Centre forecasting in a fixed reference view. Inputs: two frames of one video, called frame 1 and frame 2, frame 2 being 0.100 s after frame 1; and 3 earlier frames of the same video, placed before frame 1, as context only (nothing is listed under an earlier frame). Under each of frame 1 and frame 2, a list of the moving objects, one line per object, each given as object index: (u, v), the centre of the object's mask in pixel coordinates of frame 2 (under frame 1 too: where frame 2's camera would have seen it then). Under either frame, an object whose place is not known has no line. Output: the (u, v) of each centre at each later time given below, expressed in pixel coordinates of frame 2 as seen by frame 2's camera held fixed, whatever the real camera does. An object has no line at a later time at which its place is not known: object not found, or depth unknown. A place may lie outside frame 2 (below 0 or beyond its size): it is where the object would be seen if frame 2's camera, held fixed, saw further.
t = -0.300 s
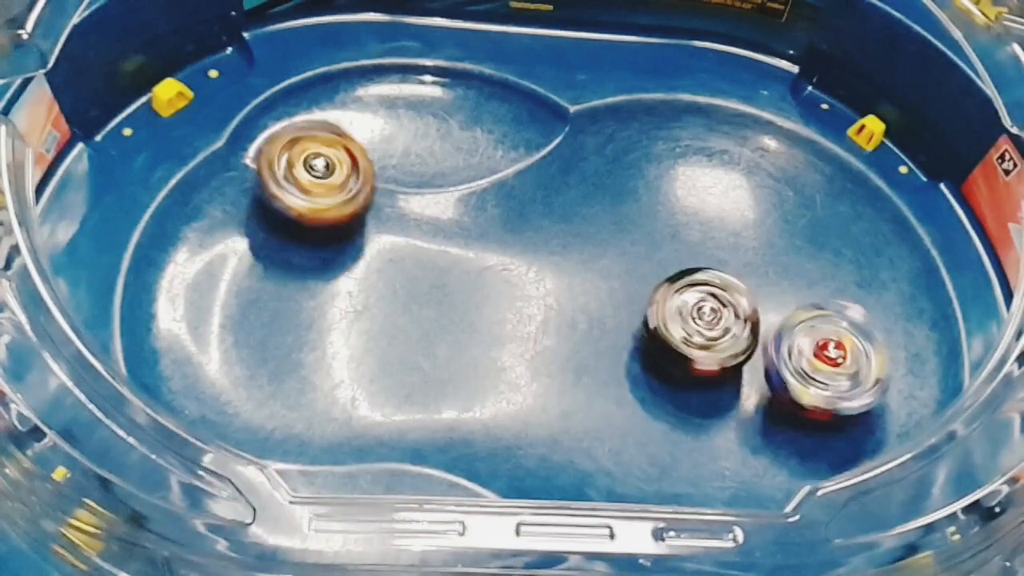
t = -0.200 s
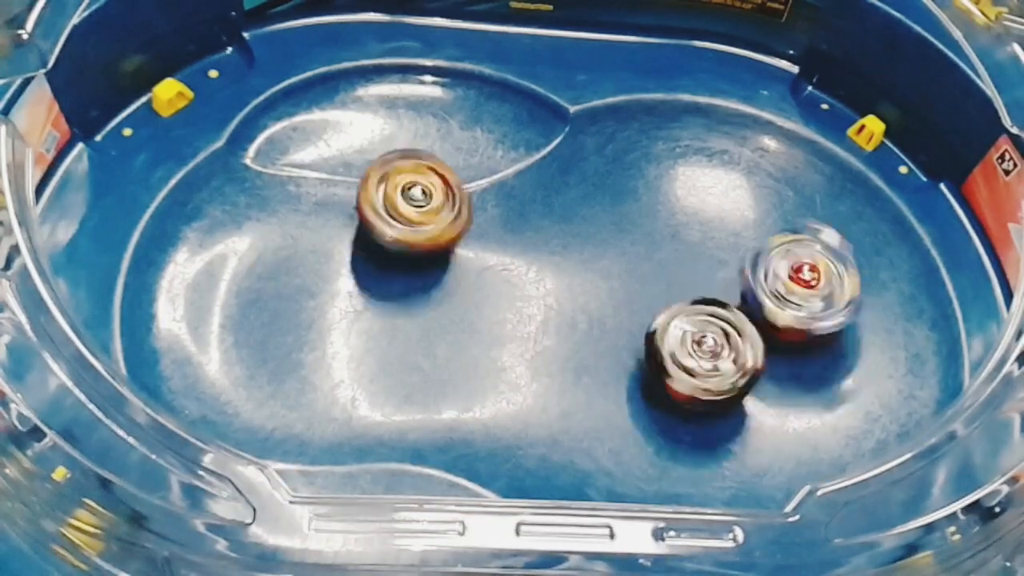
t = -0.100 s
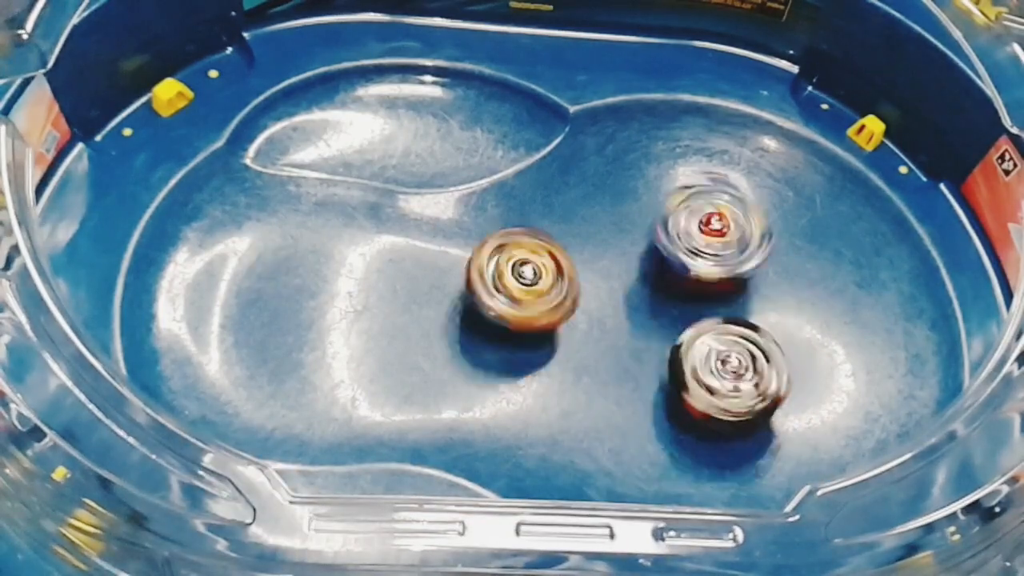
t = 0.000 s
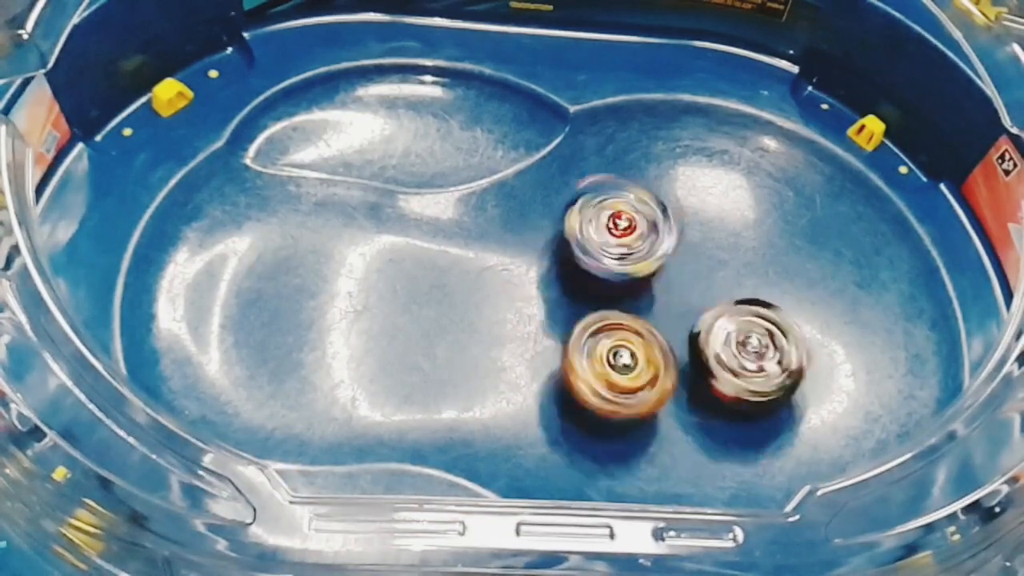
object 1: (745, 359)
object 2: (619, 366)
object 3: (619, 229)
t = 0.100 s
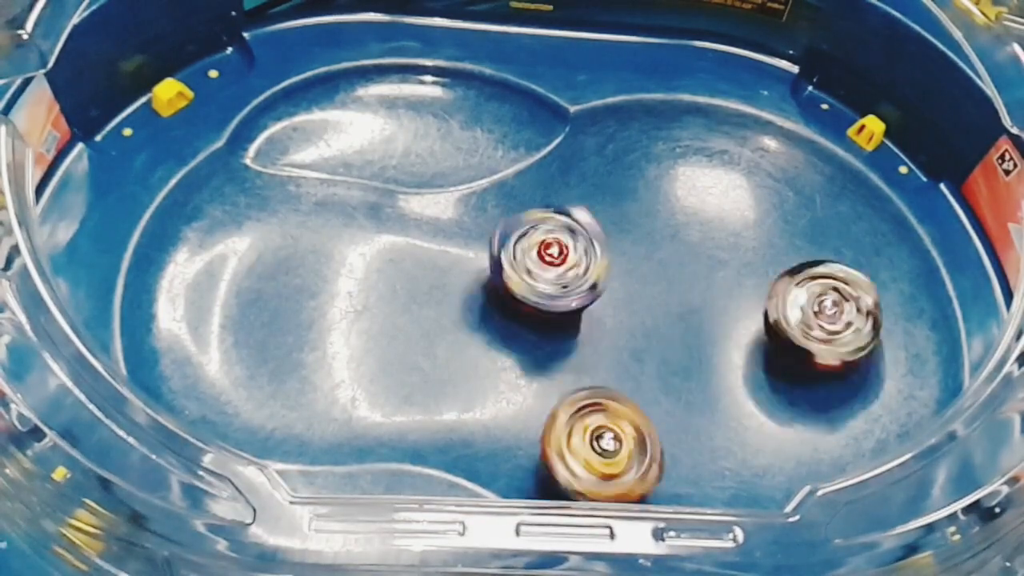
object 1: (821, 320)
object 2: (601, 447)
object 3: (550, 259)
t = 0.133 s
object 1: (822, 305)
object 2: (593, 455)
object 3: (535, 272)
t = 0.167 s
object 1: (812, 294)
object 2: (582, 458)
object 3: (526, 288)
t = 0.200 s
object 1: (798, 281)
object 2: (569, 456)
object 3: (521, 303)
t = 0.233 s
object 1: (780, 270)
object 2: (551, 448)
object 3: (519, 317)
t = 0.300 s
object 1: (730, 257)
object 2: (548, 482)
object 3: (491, 231)
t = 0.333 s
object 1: (706, 254)
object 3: (475, 171)
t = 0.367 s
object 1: (686, 254)
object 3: (460, 126)
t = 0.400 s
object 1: (669, 261)
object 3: (447, 88)
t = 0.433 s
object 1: (655, 272)
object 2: (525, 483)
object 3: (428, 63)
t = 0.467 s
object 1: (644, 283)
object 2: (508, 471)
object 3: (410, 44)
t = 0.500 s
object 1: (641, 297)
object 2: (492, 454)
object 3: (388, 43)
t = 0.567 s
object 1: (641, 331)
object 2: (449, 412)
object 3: (348, 83)
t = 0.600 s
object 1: (643, 349)
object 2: (432, 379)
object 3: (333, 108)
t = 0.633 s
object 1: (646, 366)
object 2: (423, 351)
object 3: (321, 129)
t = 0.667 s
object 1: (653, 382)
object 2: (417, 325)
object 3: (314, 146)
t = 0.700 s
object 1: (661, 394)
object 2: (415, 304)
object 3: (311, 162)
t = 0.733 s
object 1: (667, 402)
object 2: (421, 288)
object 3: (305, 181)
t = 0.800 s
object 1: (682, 402)
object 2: (437, 262)
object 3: (305, 215)
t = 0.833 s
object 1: (693, 402)
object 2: (453, 253)
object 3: (310, 226)
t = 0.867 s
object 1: (703, 402)
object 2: (470, 248)
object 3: (319, 234)
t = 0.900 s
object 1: (712, 400)
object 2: (489, 245)
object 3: (334, 236)
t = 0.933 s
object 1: (719, 399)
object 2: (514, 248)
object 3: (355, 238)
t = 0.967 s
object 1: (726, 396)
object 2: (540, 252)
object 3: (372, 240)
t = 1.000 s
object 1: (733, 390)
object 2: (568, 256)
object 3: (397, 238)
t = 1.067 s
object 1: (743, 378)
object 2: (630, 273)
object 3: (450, 244)
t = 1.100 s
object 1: (752, 374)
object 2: (660, 280)
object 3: (481, 248)
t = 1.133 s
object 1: (798, 394)
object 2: (650, 255)
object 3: (512, 257)
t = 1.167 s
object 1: (836, 401)
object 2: (650, 238)
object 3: (541, 264)
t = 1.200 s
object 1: (861, 399)
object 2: (666, 217)
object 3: (554, 279)
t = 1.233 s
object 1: (872, 393)
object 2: (694, 200)
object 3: (565, 298)
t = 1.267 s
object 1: (877, 384)
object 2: (724, 191)
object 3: (584, 315)
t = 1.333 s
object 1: (858, 350)
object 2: (796, 200)
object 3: (629, 348)
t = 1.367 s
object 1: (841, 332)
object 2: (830, 215)
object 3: (656, 365)
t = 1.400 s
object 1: (828, 340)
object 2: (854, 213)
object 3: (684, 379)
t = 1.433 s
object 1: (814, 339)
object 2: (872, 219)
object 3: (716, 389)
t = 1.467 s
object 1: (818, 330)
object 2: (883, 234)
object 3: (709, 403)
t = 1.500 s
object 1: (799, 343)
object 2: (907, 233)
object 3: (705, 415)
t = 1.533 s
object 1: (781, 346)
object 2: (921, 244)
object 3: (707, 420)
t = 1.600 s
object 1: (784, 341)
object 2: (914, 298)
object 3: (673, 440)
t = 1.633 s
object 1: (771, 348)
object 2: (910, 321)
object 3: (667, 443)
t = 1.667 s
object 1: (759, 354)
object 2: (899, 347)
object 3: (662, 450)
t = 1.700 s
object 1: (747, 361)
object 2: (877, 375)
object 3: (664, 452)
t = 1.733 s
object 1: (701, 359)
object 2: (886, 394)
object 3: (668, 454)
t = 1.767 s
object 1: (700, 356)
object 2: (886, 395)
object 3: (667, 454)
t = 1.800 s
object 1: (699, 354)
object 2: (886, 395)
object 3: (668, 453)
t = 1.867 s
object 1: (697, 354)
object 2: (888, 396)
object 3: (668, 454)
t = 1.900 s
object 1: (694, 354)
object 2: (887, 397)
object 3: (671, 455)
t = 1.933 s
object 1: (690, 357)
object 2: (888, 397)
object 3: (670, 455)
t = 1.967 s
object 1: (690, 355)
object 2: (887, 396)
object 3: (668, 454)
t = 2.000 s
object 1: (688, 355)
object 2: (887, 398)
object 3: (669, 453)
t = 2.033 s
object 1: (687, 354)
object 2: (887, 399)
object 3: (669, 453)
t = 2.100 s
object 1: (685, 353)
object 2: (886, 399)
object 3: (673, 455)
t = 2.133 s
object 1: (683, 354)
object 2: (886, 401)
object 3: (671, 455)
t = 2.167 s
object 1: (680, 355)
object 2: (885, 401)
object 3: (671, 454)
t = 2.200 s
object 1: (679, 356)
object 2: (886, 401)
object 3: (670, 455)
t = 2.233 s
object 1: (680, 354)
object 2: (887, 402)
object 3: (670, 454)
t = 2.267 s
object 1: (678, 353)
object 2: (886, 402)
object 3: (673, 455)
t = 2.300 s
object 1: (673, 356)
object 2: (886, 402)
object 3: (673, 456)
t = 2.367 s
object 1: (672, 355)
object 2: (885, 403)
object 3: (672, 455)
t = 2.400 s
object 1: (668, 355)
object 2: (886, 405)
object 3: (670, 454)
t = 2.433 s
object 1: (667, 355)
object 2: (885, 404)
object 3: (673, 455)
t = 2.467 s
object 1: (666, 357)
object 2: (885, 405)
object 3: (675, 457)
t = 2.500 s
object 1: (666, 354)
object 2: (884, 406)
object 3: (673, 456)
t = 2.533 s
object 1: (662, 356)
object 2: (885, 405)
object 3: (672, 455)
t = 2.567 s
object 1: (661, 356)
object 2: (884, 407)
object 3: (672, 454)
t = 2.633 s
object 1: (658, 356)
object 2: (885, 407)
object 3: (674, 454)
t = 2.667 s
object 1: (657, 356)
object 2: (885, 407)
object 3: (676, 457)
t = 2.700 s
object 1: (655, 357)
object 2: (884, 408)
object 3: (674, 457)
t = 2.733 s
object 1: (655, 357)
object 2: (883, 410)
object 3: (674, 456)
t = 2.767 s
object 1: (654, 356)
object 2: (883, 409)
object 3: (674, 456)
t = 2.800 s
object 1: (652, 357)
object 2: (882, 410)
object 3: (676, 456)
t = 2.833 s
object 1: (650, 358)
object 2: (882, 411)
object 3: (678, 457)
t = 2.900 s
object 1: (646, 358)
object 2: (882, 411)
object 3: (675, 457)
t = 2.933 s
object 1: (645, 358)
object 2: (881, 412)
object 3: (675, 456)
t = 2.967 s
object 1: (643, 358)
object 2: (882, 412)
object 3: (675, 456)
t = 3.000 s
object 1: (643, 357)
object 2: (882, 412)
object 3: (676, 456)
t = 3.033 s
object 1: (641, 357)
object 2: (881, 413)
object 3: (678, 457)
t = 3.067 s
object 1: (639, 358)
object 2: (881, 414)
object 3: (677, 459)
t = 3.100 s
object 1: (638, 358)
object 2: (880, 414)
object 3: (677, 457)
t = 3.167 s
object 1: (635, 356)
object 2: (879, 415)
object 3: (678, 456)
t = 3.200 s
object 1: (634, 356)
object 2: (879, 417)
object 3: (678, 456)
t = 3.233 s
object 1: (632, 357)
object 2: (878, 416)
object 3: (680, 456)
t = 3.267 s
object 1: (632, 359)
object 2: (878, 416)
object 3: (679, 458)
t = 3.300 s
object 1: (631, 359)
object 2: (878, 417)
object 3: (679, 458)
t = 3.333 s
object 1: (629, 358)
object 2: (879, 418)
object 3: (679, 458)
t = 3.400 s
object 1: (626, 358)
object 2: (876, 418)
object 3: (681, 458)
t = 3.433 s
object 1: (624, 359)
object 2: (876, 419)
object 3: (682, 459)
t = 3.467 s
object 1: (623, 359)
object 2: (875, 418)
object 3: (680, 459)
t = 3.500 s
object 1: (622, 359)
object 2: (874, 420)
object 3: (680, 458)
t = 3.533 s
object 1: (621, 359)
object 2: (873, 421)
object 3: (680, 458)
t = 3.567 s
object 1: (619, 358)
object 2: (873, 422)
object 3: (680, 458)
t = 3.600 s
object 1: (618, 358)
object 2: (873, 421)
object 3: (683, 460)
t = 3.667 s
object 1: (616, 359)
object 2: (873, 423)
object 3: (681, 459)
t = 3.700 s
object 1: (615, 359)
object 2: (872, 423)
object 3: (682, 458)
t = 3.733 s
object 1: (613, 359)
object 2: (872, 423)
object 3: (683, 458)
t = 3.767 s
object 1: (611, 359)
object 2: (870, 424)
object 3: (683, 458)
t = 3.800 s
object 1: (611, 360)
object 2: (870, 424)
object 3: (685, 459)
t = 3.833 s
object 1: (610, 360)
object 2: (868, 424)
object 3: (683, 460)
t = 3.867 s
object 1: (609, 360)
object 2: (867, 425)
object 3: (684, 459)
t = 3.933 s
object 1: (606, 361)
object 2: (867, 426)
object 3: (685, 460)
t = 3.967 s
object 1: (604, 360)
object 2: (867, 426)
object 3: (687, 461)
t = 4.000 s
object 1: (603, 359)
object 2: (866, 427)
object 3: (687, 461)
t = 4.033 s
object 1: (602, 361)
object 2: (866, 428)
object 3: (685, 460)
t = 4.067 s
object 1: (601, 362)
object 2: (865, 428)
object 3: (685, 459)
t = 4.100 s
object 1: (600, 362)
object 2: (864, 428)
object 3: (688, 459)
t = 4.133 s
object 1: (598, 361)
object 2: (863, 429)
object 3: (688, 461)
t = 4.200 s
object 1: (595, 360)
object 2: (861, 430)
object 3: (688, 461)
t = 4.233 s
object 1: (595, 360)
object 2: (860, 431)
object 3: (687, 460)
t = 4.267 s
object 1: (594, 361)
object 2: (860, 432)
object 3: (688, 460)
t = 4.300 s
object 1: (593, 361)
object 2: (860, 431)
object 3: (690, 459)
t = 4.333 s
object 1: (591, 361)
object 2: (859, 432)
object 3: (689, 460)
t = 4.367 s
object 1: (590, 361)
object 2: (858, 432)
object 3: (690, 459)
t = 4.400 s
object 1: (588, 362)
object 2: (858, 433)
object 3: (691, 460)
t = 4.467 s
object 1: (585, 362)
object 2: (855, 433)
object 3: (692, 460)
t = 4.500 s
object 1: (584, 362)
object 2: (856, 434)
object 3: (693, 461)
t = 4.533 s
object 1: (583, 362)
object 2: (854, 434)
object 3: (693, 461)
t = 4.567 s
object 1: (582, 362)
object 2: (854, 434)
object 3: (694, 461)
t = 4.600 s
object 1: (582, 362)
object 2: (852, 436)
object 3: (693, 461)
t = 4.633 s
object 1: (580, 364)
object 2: (852, 436)
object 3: (692, 461)
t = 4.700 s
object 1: (577, 363)
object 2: (850, 437)
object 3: (696, 460)
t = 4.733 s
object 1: (576, 362)
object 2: (851, 438)
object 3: (695, 461)
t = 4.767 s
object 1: (575, 363)
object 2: (850, 438)
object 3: (696, 462)
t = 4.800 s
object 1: (574, 363)
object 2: (849, 437)
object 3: (696, 460)
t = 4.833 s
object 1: (573, 364)
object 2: (847, 438)
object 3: (696, 461)
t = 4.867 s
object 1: (572, 363)
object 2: (847, 438)
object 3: (696, 459)
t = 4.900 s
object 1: (571, 363)
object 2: (846, 439)
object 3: (698, 460)
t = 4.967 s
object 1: (569, 364)
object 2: (843, 440)
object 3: (698, 460)
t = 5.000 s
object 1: (567, 364)
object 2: (843, 441)
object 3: (696, 460)
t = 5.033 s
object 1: (565, 364)
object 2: (842, 441)
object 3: (697, 460)
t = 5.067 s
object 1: (564, 364)
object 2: (841, 441)
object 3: (699, 460)
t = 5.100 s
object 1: (563, 364)
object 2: (842, 443)
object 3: (699, 460)
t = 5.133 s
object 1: (562, 365)
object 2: (840, 441)
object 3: (701, 461)
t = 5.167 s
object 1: (562, 366)
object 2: (838, 441)
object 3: (702, 461)
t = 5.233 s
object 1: (558, 366)
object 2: (836, 443)
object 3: (700, 459)
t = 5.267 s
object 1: (557, 365)
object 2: (835, 443)
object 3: (701, 460)
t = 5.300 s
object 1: (557, 366)
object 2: (834, 444)
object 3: (701, 461)
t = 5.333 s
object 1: (556, 366)
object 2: (833, 444)
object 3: (702, 461)
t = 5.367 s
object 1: (555, 367)
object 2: (832, 444)
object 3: (703, 461)
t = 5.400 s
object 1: (554, 367)
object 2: (831, 445)
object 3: (702, 460)
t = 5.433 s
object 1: (553, 367)
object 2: (832, 445)
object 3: (704, 459)
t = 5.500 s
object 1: (550, 368)
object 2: (831, 445)
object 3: (705, 459)
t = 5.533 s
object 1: (549, 368)
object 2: (828, 446)
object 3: (707, 460)
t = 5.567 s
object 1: (547, 369)
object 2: (827, 447)
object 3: (705, 461)
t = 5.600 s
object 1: (546, 369)
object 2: (825, 447)
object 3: (703, 459)
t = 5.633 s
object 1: (546, 369)
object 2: (825, 447)
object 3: (704, 459)
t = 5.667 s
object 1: (545, 369)
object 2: (825, 447)
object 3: (702, 460)
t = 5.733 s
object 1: (542, 370)
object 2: (833, 465)
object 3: (702, 460)
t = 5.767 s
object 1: (541, 370)
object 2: (824, 447)
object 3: (700, 461)
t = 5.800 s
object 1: (540, 370)
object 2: (835, 465)
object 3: (698, 460)
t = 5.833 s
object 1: (539, 370)
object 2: (835, 464)
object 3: (699, 460)
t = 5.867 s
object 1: (539, 370)
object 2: (834, 465)
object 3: (696, 461)
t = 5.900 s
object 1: (538, 371)
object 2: (834, 465)
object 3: (697, 461)
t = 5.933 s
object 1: (537, 372)
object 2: (834, 464)
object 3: (697, 462)
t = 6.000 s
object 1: (535, 373)
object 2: (834, 467)
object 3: (695, 461)
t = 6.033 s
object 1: (534, 372)
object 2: (834, 467)
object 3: (692, 461)
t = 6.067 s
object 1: (533, 373)
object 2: (834, 467)
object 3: (690, 461)
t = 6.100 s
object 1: (531, 373)
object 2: (836, 468)
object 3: (690, 461)
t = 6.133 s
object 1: (530, 374)
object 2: (834, 468)
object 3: (687, 461)
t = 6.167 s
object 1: (529, 374)
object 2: (834, 466)
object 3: (684, 462)
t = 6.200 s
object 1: (529, 374)
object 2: (835, 465)
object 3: (684, 461)
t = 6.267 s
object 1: (526, 376)
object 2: (833, 463)
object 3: (686, 461)
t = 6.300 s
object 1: (524, 377)
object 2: (832, 461)
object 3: (684, 462)
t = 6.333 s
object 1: (524, 377)
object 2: (832, 462)
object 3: (681, 462)
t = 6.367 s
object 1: (523, 376)
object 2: (832, 463)
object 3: (680, 461)
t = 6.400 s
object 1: (523, 377)
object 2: (832, 461)
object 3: (679, 462)
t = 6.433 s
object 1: (522, 378)
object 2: (832, 462)
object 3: (678, 462)
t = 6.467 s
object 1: (521, 378)
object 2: (832, 462)
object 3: (679, 462)
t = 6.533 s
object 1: (519, 379)
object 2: (833, 460)
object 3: (673, 463)
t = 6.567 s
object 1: (518, 379)
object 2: (831, 459)
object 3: (672, 462)
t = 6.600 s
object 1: (517, 380)
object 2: (831, 458)
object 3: (672, 461)
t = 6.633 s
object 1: (516, 380)
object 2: (832, 459)
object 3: (672, 461)
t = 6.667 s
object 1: (515, 380)
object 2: (831, 457)
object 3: (671, 461)
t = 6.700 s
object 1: (514, 380)
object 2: (830, 458)
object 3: (669, 462)
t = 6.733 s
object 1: (514, 381)
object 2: (829, 457)
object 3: (667, 462)
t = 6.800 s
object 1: (512, 382)
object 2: (829, 456)
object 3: (668, 462)
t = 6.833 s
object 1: (511, 382)
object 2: (830, 456)
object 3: (668, 461)
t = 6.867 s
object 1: (509, 382)
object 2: (830, 456)
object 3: (666, 462)
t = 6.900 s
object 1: (510, 381)
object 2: (831, 455)
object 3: (664, 462)
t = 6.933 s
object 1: (509, 382)
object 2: (829, 455)
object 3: (663, 461)
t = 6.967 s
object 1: (508, 382)
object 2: (829, 454)
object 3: (661, 461)
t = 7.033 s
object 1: (507, 384)
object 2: (827, 453)
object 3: (662, 462)
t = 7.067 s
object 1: (506, 384)
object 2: (827, 452)
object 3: (659, 462)
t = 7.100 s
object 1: (505, 385)
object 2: (827, 452)
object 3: (657, 462)
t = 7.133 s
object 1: (504, 385)
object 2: (827, 452)
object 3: (656, 461)
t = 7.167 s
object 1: (503, 385)
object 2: (826, 452)
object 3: (657, 460)
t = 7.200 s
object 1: (502, 385)
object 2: (826, 452)
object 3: (656, 459)
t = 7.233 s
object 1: (501, 386)
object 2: (827, 450)
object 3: (656, 460)
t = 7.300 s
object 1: (500, 388)
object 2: (826, 449)
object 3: (652, 460)
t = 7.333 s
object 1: (499, 387)
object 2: (826, 448)
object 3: (651, 460)
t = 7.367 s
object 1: (498, 388)
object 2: (826, 447)
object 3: (652, 460)
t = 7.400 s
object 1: (497, 388)
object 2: (820, 439)
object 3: (652, 461)
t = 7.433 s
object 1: (497, 388)
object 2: (818, 439)
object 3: (649, 461)
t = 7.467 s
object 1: (496, 389)
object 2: (818, 438)
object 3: (648, 461)
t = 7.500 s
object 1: (496, 389)
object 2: (819, 439)
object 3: (646, 460)
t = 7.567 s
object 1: (495, 390)
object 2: (821, 444)
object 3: (645, 459)
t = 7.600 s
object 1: (495, 390)
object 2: (822, 444)
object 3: (646, 461)
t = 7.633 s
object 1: (494, 391)
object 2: (821, 443)
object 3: (643, 461)
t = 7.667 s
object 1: (492, 391)
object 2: (817, 437)
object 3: (641, 460)
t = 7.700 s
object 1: (491, 391)
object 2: (819, 441)
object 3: (641, 460)
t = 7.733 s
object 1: (490, 392)
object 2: (819, 440)
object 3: (641, 459)
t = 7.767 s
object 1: (490, 391)
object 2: (816, 436)
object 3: (641, 458)
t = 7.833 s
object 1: (489, 393)
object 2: (815, 440)
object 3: (638, 460)
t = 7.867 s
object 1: (488, 394)
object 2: (816, 441)
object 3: (637, 459)
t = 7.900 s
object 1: (487, 394)
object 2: (815, 440)
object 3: (636, 459)
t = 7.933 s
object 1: (486, 395)
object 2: (812, 437)
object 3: (638, 459)
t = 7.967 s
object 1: (486, 395)
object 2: (813, 436)
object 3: (638, 459)
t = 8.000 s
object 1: (482, 399)
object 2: (807, 435)
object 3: (630, 459)
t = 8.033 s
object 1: (467, 411)
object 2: (787, 423)
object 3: (610, 453)
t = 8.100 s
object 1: (448, 419)
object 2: (741, 380)
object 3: (596, 447)
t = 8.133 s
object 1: (440, 416)
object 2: (718, 356)
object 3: (601, 443)
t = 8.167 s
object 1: (437, 410)
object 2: (702, 328)
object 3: (605, 437)
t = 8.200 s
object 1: (434, 404)
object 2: (691, 295)
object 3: (607, 427)
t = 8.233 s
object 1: (431, 397)
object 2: (686, 261)
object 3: (605, 418)
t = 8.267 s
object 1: (429, 390)
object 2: (691, 227)
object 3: (600, 404)
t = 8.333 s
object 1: (423, 376)
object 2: (717, 169)
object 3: (584, 373)
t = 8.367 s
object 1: (414, 370)
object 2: (735, 150)
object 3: (573, 359)
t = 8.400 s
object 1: (403, 365)
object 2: (756, 138)
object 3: (559, 346)
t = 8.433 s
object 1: (392, 362)
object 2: (781, 139)
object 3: (545, 334)
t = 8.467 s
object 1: (382, 354)
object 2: (804, 152)
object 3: (530, 323)
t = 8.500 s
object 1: (368, 348)
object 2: (823, 175)
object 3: (518, 312)
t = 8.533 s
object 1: (351, 341)
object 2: (843, 204)
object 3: (503, 302)
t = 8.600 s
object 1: (309, 320)
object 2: (862, 284)
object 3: (484, 275)
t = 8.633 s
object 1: (285, 309)
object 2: (856, 323)
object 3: (475, 256)
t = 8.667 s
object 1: (262, 299)
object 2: (841, 358)
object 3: (467, 242)
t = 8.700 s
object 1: (242, 287)
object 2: (818, 391)
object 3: (457, 228)
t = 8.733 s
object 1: (222, 277)
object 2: (782, 417)
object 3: (448, 214)
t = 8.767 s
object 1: (204, 271)
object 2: (739, 430)
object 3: (435, 199)
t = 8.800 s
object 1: (192, 269)
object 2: (692, 432)
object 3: (421, 196)
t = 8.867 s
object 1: (181, 277)
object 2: (585, 402)
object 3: (392, 188)
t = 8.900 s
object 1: (183, 282)
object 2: (539, 374)
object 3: (378, 188)
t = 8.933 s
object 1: (191, 286)
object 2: (494, 340)
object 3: (366, 186)
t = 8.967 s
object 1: (204, 292)
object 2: (458, 303)
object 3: (356, 185)
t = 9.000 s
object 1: (219, 295)
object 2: (429, 268)
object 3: (346, 182)
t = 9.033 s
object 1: (233, 298)
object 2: (430, 260)
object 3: (309, 150)
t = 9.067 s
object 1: (249, 296)
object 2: (438, 250)
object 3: (276, 119)
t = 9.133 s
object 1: (274, 279)
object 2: (456, 237)
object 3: (256, 93)
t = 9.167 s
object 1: (280, 267)
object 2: (465, 234)
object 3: (264, 100)
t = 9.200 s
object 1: (290, 255)
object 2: (481, 229)
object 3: (279, 123)
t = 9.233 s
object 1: (292, 265)
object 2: (498, 231)
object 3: (299, 115)
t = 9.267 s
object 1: (297, 288)
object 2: (515, 230)
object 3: (321, 95)
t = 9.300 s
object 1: (303, 302)
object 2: (538, 236)
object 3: (343, 75)
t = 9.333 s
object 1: (310, 313)
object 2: (558, 240)
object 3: (360, 65)
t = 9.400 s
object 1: (337, 326)
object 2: (600, 256)
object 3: (400, 82)
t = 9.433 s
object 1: (349, 332)
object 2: (621, 262)
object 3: (419, 96)
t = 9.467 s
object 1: (366, 337)
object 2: (638, 271)
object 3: (435, 109)
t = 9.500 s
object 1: (384, 341)
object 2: (657, 277)
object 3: (454, 122)
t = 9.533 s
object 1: (400, 348)
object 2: (673, 286)
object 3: (469, 130)
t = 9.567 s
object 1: (421, 356)
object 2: (689, 293)
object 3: (490, 140)
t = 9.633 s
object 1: (462, 369)
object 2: (716, 310)
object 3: (526, 147)
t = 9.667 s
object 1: (486, 379)
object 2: (726, 319)
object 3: (539, 147)
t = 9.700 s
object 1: (510, 386)
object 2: (738, 328)
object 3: (555, 151)
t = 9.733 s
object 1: (532, 395)
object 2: (743, 337)
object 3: (567, 169)
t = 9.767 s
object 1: (559, 405)
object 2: (750, 349)
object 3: (577, 197)
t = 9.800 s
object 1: (584, 410)
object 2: (749, 355)
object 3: (597, 229)
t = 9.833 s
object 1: (607, 414)
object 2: (746, 366)
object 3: (624, 258)
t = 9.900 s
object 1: (641, 420)
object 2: (784, 411)
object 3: (651, 269)
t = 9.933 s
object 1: (650, 422)
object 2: (840, 424)
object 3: (659, 263)
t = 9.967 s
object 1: (655, 419)
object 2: (919, 440)
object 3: (675, 259)
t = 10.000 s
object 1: (661, 417)
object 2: (971, 458)
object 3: (698, 257)
